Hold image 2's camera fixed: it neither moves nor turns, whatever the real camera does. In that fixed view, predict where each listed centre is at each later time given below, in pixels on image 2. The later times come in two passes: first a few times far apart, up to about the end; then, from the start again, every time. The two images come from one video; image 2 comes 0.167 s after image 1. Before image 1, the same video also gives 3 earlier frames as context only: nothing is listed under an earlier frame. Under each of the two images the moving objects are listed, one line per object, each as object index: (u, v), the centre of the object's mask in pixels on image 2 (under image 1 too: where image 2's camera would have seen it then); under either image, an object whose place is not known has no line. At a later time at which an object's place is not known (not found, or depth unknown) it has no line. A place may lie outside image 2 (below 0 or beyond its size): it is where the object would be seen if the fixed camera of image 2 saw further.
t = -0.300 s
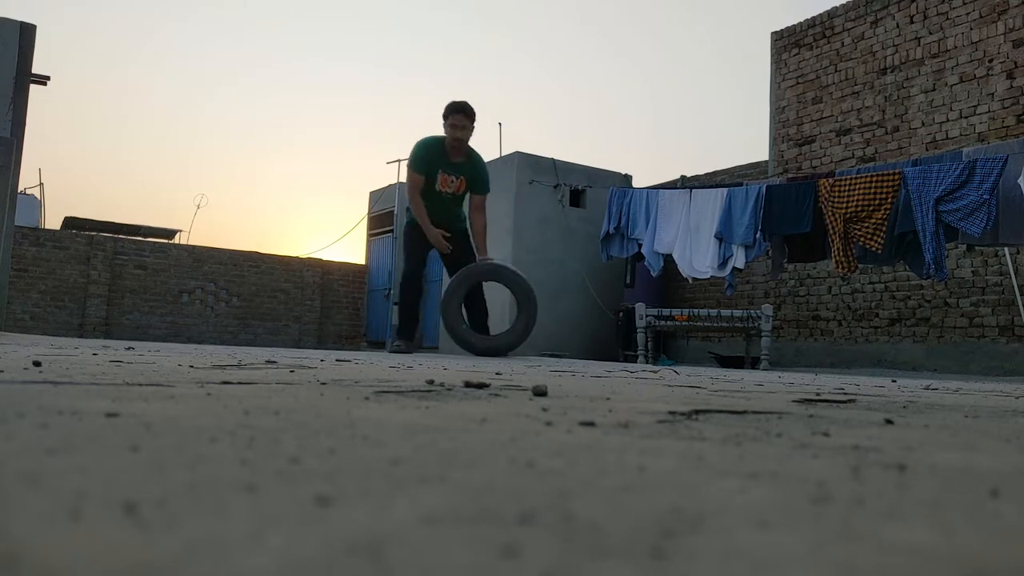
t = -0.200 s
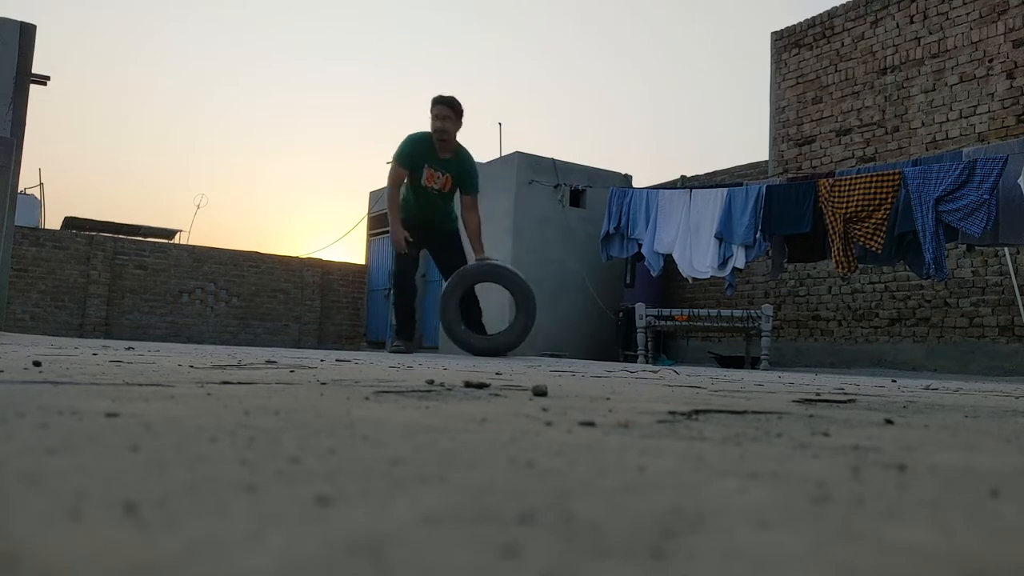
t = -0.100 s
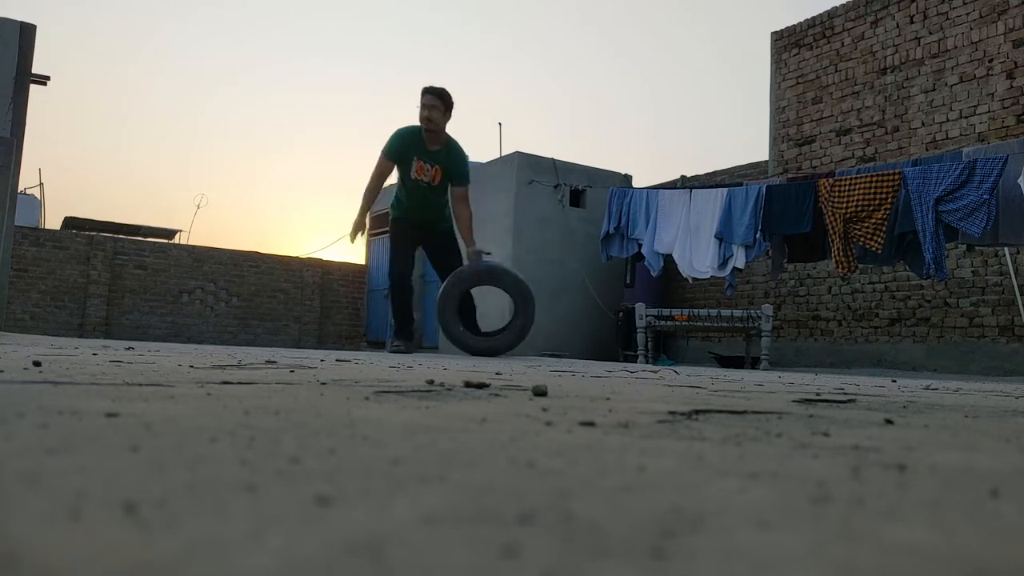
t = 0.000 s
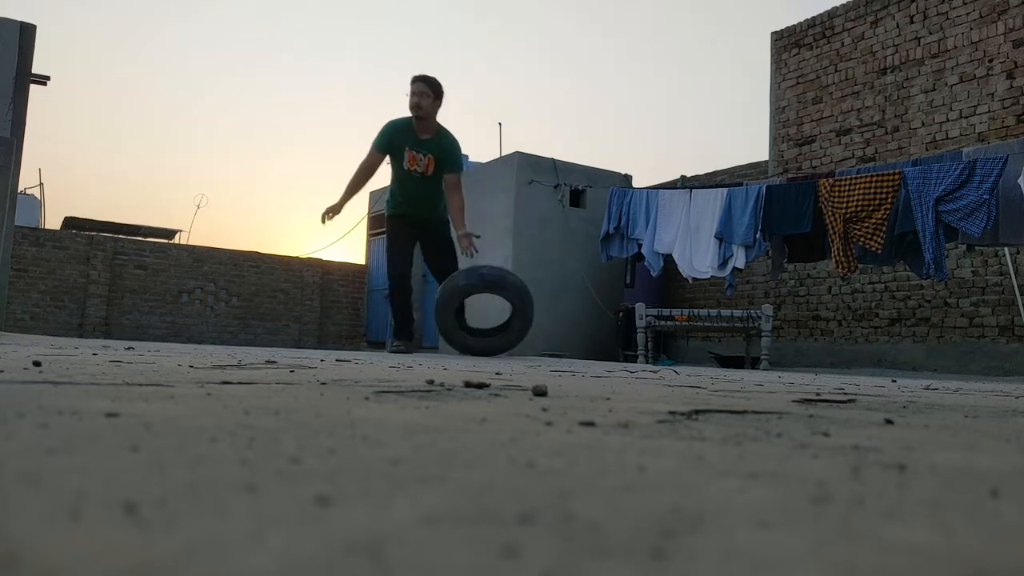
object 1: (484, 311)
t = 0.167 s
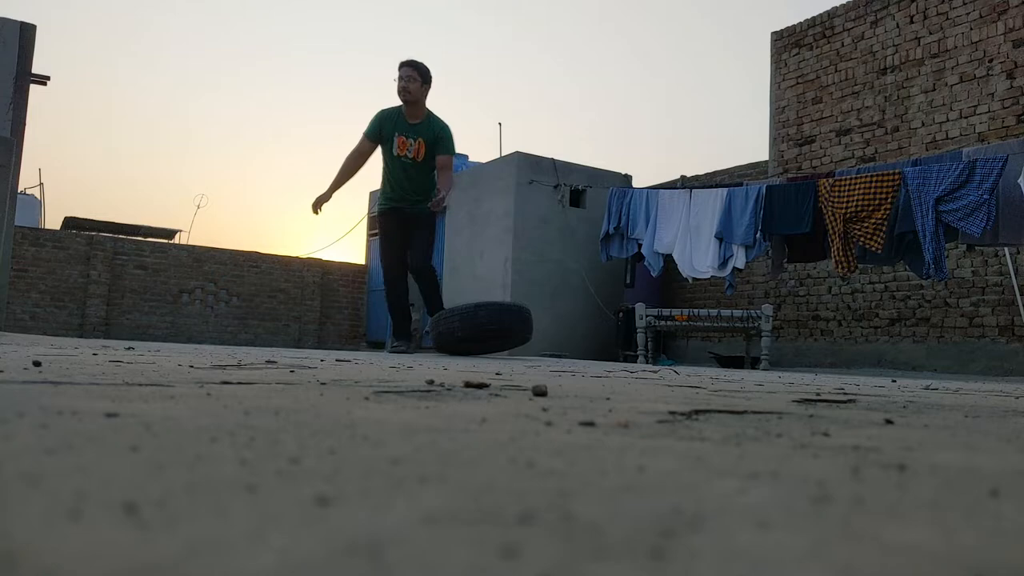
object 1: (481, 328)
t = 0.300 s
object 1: (488, 328)
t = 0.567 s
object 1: (498, 323)
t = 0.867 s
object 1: (493, 334)
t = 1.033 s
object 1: (493, 339)
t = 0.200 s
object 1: (482, 335)
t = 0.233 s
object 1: (482, 337)
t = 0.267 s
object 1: (486, 334)
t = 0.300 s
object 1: (488, 328)
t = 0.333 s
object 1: (491, 325)
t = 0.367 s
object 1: (494, 322)
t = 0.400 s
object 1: (496, 321)
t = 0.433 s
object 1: (498, 320)
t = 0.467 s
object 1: (499, 320)
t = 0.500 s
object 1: (499, 320)
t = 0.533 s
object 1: (499, 321)
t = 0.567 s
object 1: (498, 323)
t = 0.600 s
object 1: (497, 325)
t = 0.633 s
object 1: (495, 328)
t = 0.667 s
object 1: (494, 333)
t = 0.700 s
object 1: (493, 338)
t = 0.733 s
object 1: (492, 340)
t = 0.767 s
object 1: (493, 338)
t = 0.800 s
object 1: (493, 336)
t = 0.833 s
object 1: (493, 334)
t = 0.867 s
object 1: (493, 334)
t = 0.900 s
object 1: (493, 336)
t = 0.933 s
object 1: (493, 338)
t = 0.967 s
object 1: (493, 341)
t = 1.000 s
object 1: (493, 341)
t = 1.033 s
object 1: (493, 339)
